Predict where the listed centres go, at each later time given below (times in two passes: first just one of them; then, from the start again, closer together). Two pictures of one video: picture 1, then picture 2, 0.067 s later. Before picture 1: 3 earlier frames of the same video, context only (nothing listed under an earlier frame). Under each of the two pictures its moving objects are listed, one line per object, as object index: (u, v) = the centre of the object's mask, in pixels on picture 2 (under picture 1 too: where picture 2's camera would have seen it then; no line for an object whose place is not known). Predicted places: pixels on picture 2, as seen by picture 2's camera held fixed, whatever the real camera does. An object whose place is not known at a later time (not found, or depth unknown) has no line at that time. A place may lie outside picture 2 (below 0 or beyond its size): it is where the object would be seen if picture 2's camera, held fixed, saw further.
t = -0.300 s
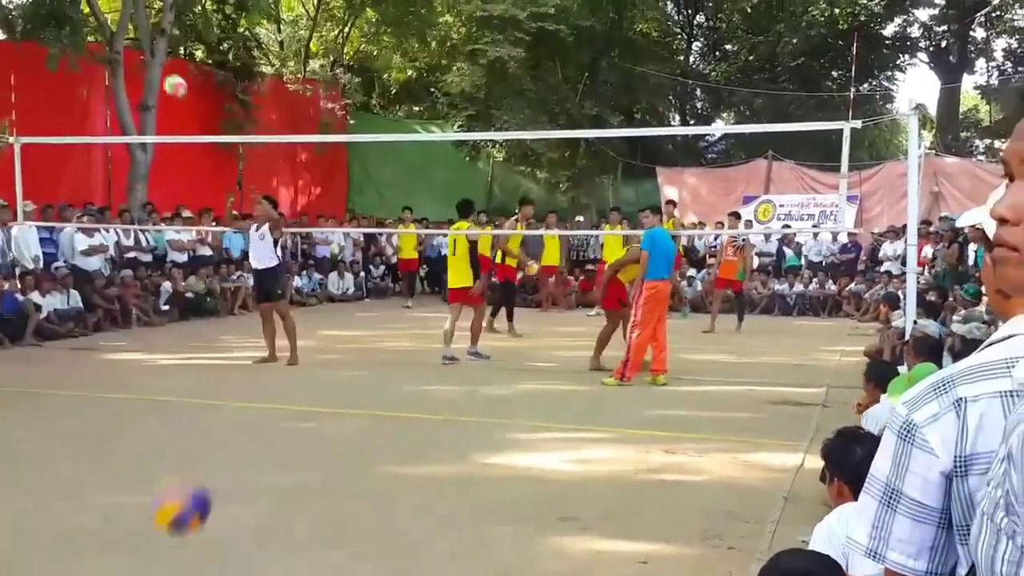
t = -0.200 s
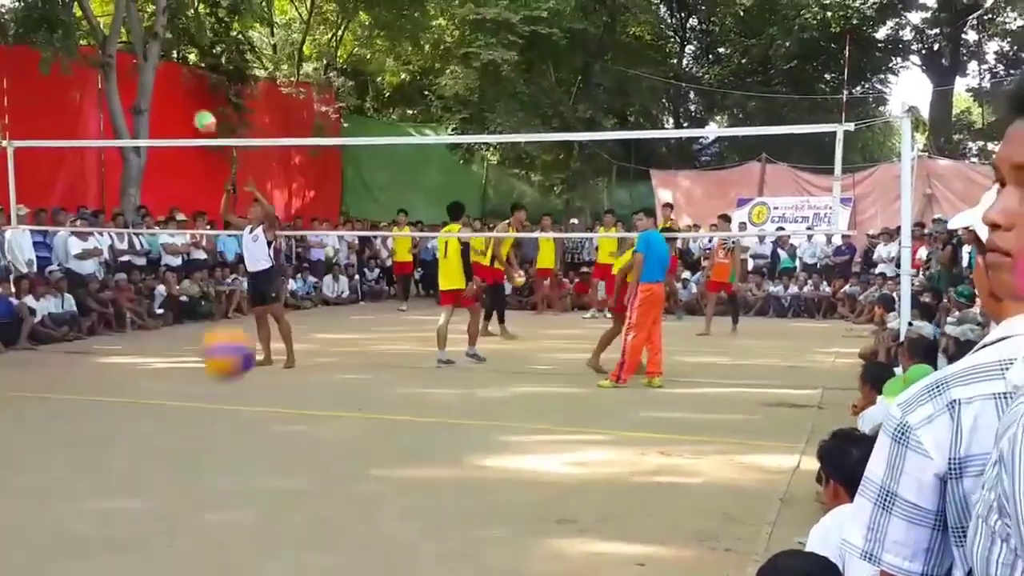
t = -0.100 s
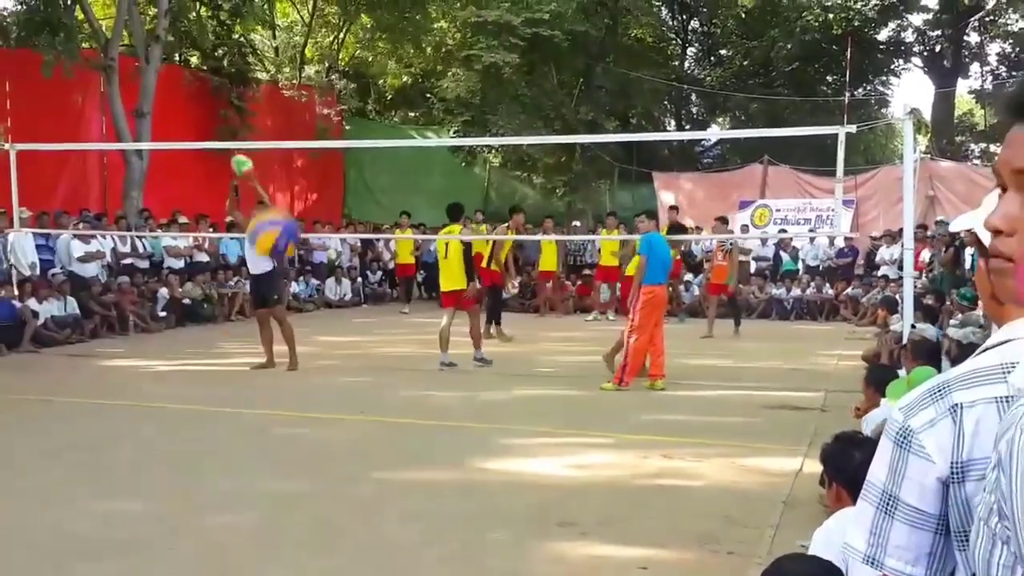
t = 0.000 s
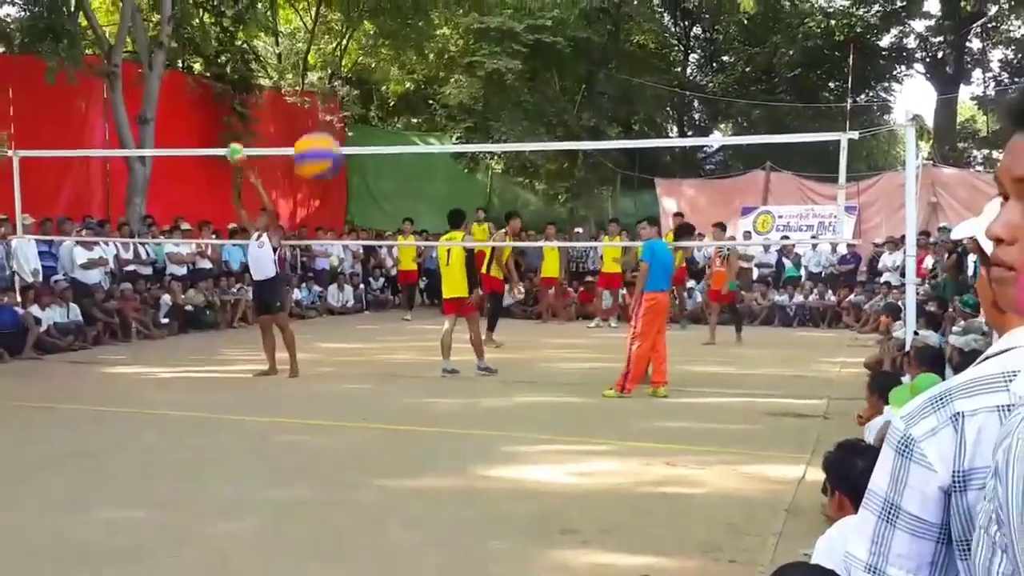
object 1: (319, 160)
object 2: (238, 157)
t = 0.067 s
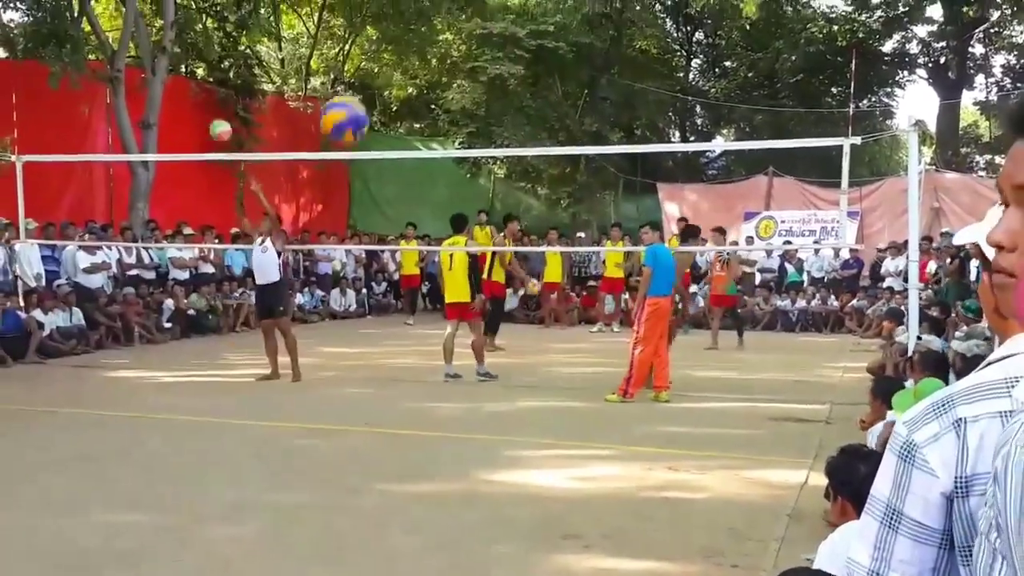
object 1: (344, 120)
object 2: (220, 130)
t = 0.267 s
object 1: (409, 66)
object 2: (160, 67)
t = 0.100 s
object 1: (356, 104)
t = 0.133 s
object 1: (368, 91)
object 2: (201, 105)
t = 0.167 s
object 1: (378, 80)
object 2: (191, 95)
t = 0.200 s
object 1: (389, 73)
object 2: (181, 84)
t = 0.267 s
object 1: (409, 66)
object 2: (160, 67)
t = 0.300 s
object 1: (420, 65)
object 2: (149, 60)
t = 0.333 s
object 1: (429, 66)
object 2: (140, 54)
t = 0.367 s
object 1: (439, 69)
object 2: (129, 48)
